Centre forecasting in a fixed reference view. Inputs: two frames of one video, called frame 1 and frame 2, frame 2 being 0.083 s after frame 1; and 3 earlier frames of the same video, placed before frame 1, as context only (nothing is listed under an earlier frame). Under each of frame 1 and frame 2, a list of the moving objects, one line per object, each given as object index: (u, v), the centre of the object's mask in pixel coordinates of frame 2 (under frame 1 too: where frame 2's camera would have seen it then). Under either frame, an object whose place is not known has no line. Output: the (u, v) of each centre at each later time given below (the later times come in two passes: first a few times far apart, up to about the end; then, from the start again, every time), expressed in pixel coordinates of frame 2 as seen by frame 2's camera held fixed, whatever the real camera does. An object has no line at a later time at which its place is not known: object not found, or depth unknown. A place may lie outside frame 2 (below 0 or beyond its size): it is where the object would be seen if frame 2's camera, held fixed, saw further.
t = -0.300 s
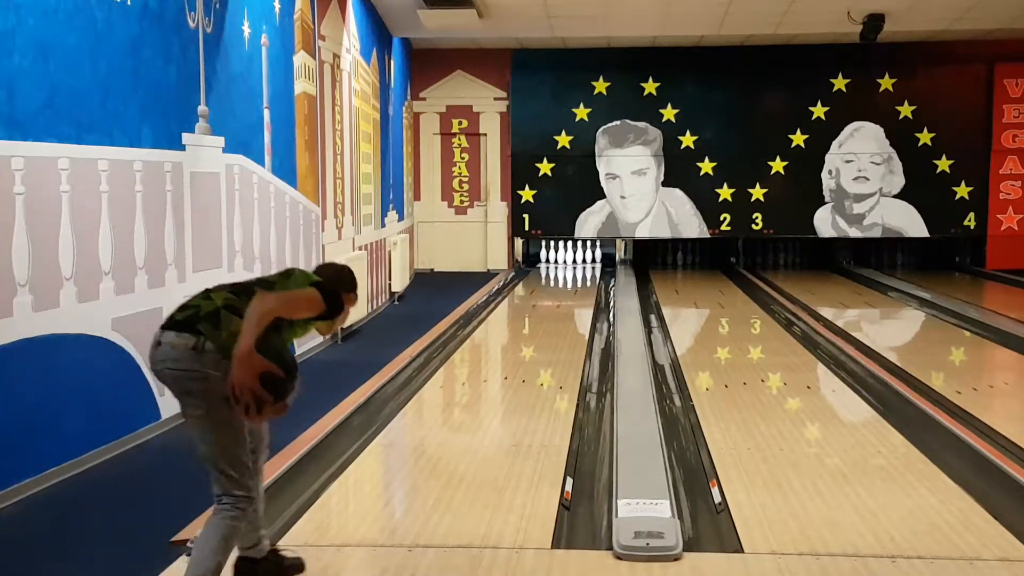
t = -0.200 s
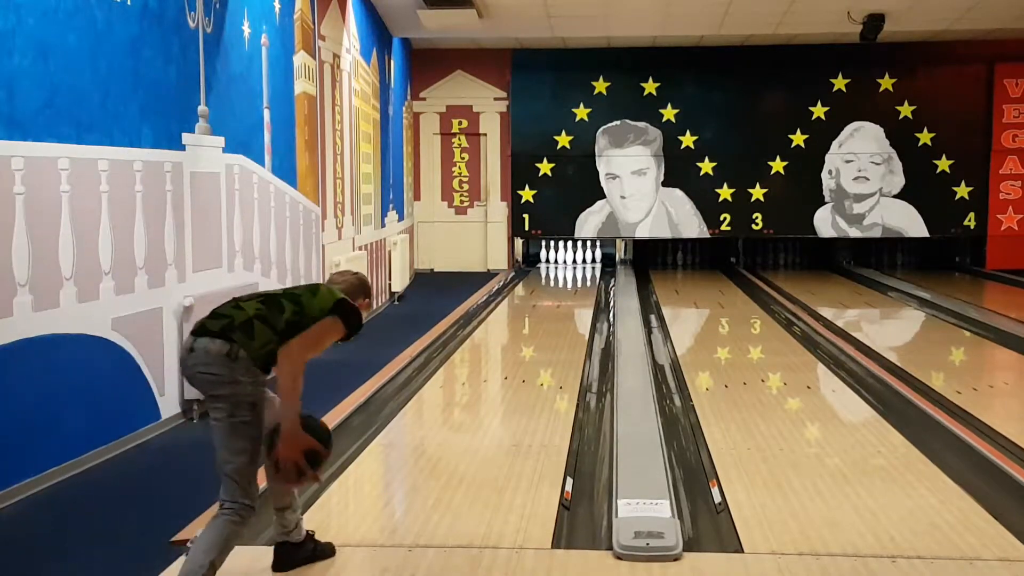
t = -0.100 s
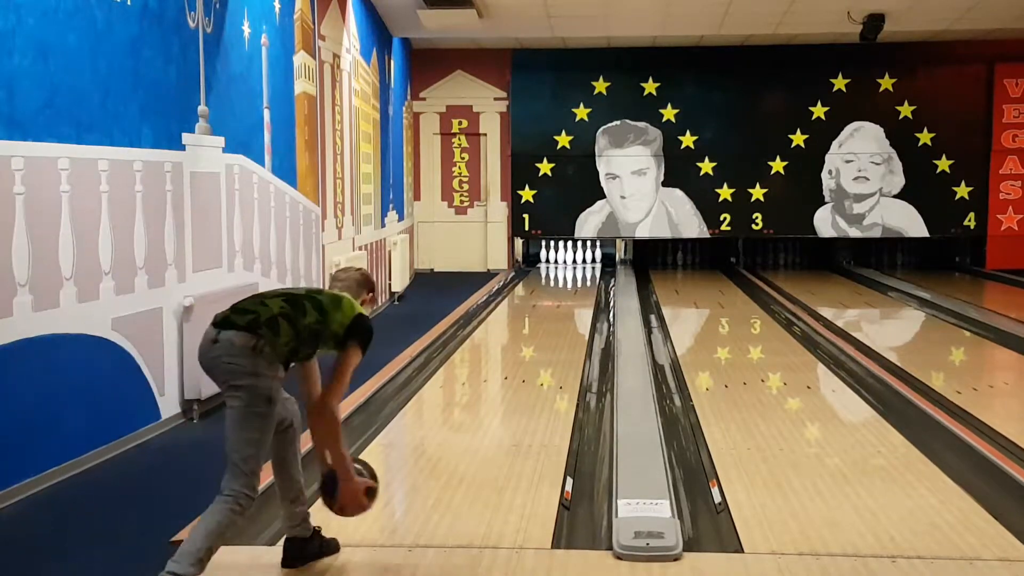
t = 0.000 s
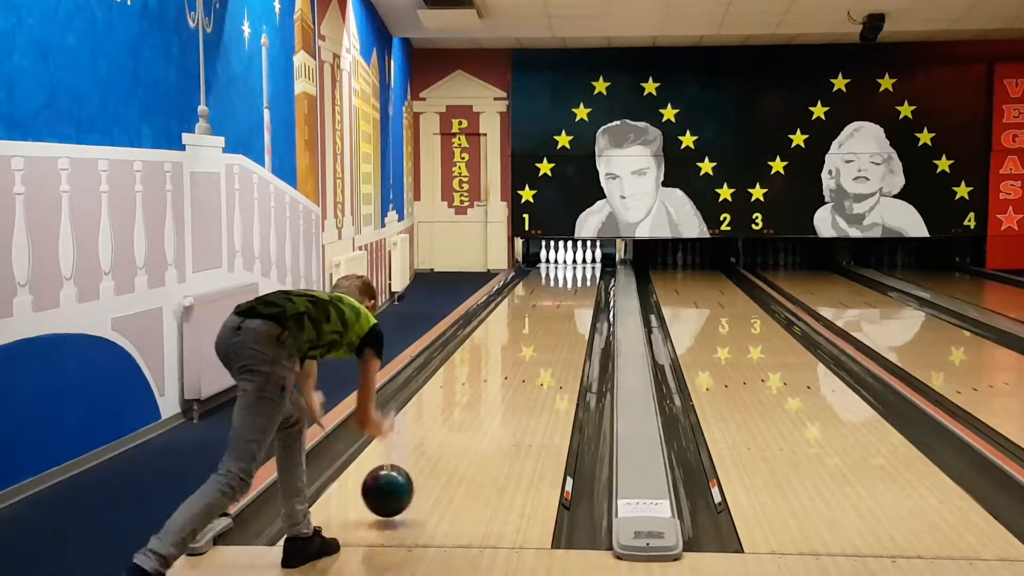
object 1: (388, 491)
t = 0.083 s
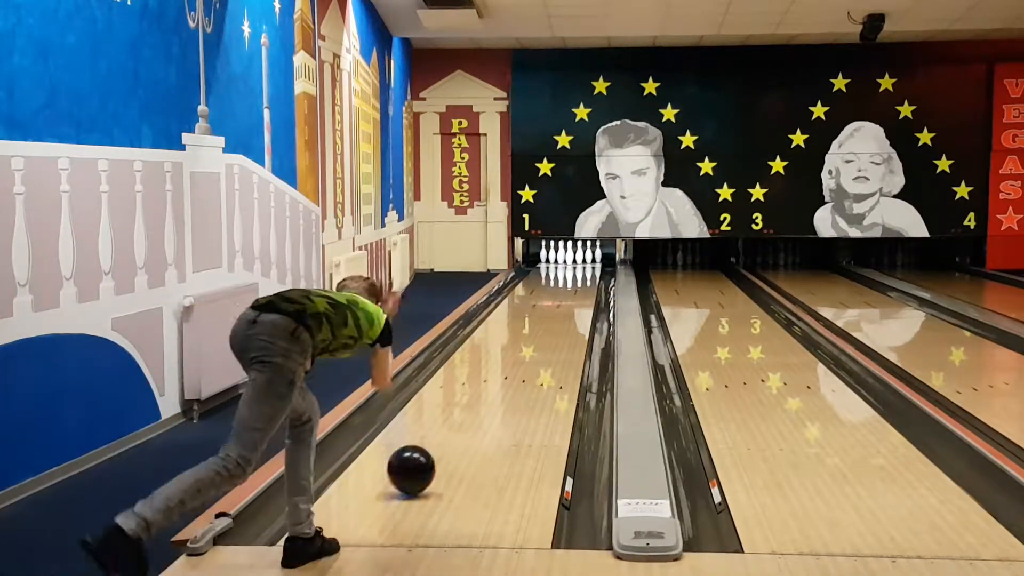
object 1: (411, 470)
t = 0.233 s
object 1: (445, 435)
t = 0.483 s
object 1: (483, 391)
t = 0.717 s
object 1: (507, 362)
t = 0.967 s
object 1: (526, 339)
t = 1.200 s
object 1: (539, 322)
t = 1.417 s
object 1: (548, 309)
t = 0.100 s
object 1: (416, 466)
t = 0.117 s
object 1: (420, 463)
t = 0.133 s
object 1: (423, 459)
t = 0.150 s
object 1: (427, 455)
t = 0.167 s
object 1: (431, 451)
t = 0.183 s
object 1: (435, 446)
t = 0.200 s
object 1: (438, 443)
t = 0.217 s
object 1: (442, 439)
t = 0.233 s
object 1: (445, 435)
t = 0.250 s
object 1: (448, 432)
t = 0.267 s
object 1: (451, 428)
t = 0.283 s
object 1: (454, 425)
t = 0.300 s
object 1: (457, 422)
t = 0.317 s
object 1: (460, 419)
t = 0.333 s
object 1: (463, 415)
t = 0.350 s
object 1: (465, 412)
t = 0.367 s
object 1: (468, 410)
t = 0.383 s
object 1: (470, 407)
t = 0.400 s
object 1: (472, 404)
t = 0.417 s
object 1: (475, 401)
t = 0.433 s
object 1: (477, 398)
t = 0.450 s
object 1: (479, 396)
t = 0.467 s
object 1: (481, 394)
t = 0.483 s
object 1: (483, 391)
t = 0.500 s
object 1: (485, 389)
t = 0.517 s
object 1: (487, 386)
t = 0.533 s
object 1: (489, 384)
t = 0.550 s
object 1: (491, 381)
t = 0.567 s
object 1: (493, 379)
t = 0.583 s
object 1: (495, 377)
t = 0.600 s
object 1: (496, 375)
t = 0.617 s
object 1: (498, 373)
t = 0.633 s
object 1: (500, 371)
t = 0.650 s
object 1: (501, 369)
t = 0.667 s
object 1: (503, 367)
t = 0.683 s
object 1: (504, 366)
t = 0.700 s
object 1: (506, 364)
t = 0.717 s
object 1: (507, 362)
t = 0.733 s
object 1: (509, 361)
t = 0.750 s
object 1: (510, 359)
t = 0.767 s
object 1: (511, 357)
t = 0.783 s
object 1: (513, 355)
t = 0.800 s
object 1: (514, 354)
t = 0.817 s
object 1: (515, 352)
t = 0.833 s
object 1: (517, 350)
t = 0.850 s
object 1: (518, 349)
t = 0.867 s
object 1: (519, 347)
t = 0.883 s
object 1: (520, 346)
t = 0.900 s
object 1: (521, 345)
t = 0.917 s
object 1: (522, 343)
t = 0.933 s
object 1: (524, 341)
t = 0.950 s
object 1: (525, 340)
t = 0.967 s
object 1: (526, 339)
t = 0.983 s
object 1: (527, 337)
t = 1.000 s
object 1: (528, 336)
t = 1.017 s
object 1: (529, 335)
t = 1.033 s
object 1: (530, 334)
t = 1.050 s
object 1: (531, 333)
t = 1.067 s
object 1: (532, 331)
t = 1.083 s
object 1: (533, 330)
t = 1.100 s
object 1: (534, 329)
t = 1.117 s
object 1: (535, 328)
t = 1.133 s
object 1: (536, 327)
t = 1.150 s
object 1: (536, 325)
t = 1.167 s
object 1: (537, 324)
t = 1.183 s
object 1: (538, 323)
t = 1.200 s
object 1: (539, 322)
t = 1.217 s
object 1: (540, 321)
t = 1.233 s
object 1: (541, 320)
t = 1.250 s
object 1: (541, 319)
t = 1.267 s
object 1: (542, 318)
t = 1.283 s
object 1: (543, 317)
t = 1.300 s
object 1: (544, 316)
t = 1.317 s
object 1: (544, 315)
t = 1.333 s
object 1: (545, 314)
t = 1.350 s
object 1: (546, 313)
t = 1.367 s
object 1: (546, 312)
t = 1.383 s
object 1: (547, 311)
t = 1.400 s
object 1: (548, 310)
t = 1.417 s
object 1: (548, 309)
